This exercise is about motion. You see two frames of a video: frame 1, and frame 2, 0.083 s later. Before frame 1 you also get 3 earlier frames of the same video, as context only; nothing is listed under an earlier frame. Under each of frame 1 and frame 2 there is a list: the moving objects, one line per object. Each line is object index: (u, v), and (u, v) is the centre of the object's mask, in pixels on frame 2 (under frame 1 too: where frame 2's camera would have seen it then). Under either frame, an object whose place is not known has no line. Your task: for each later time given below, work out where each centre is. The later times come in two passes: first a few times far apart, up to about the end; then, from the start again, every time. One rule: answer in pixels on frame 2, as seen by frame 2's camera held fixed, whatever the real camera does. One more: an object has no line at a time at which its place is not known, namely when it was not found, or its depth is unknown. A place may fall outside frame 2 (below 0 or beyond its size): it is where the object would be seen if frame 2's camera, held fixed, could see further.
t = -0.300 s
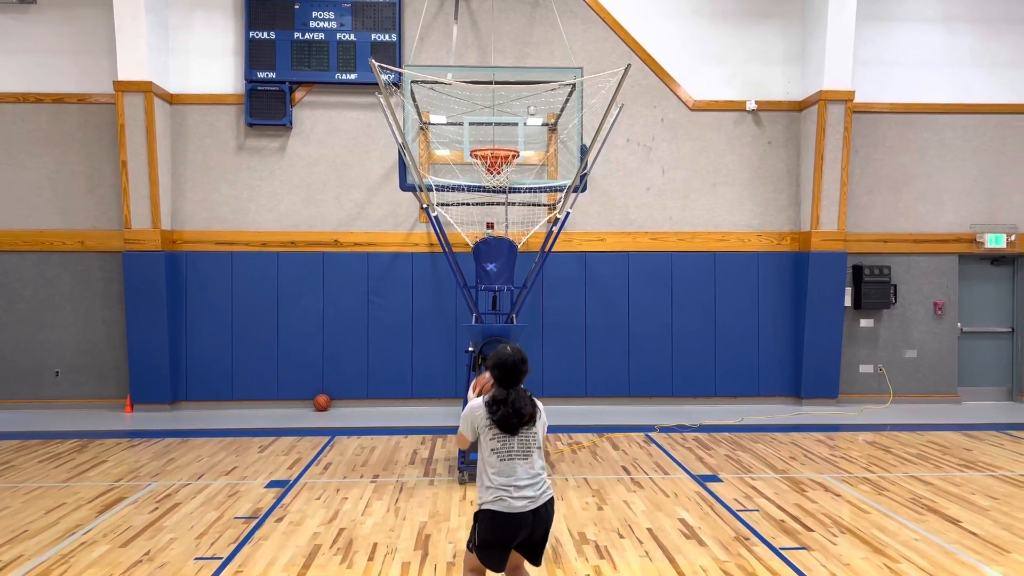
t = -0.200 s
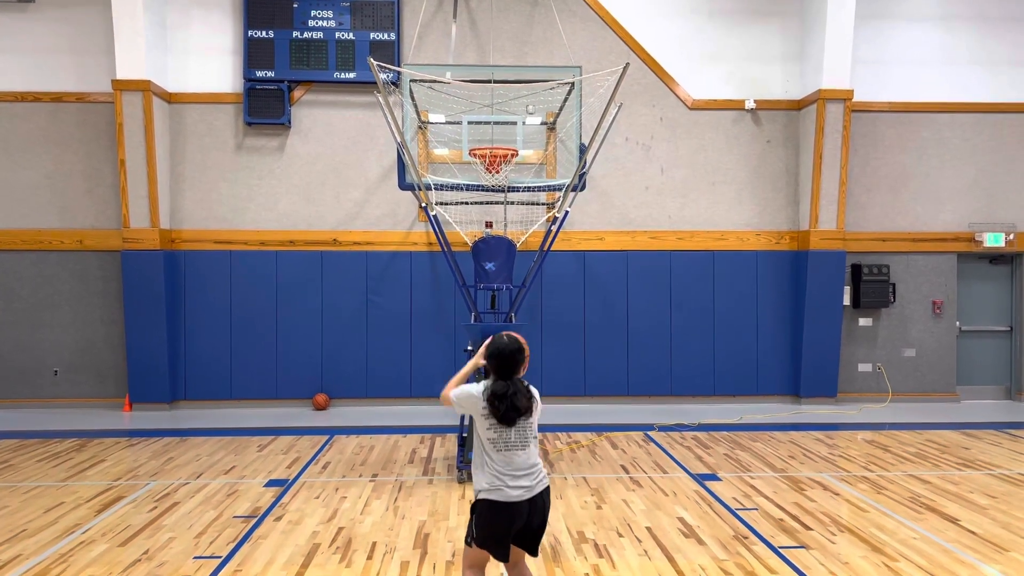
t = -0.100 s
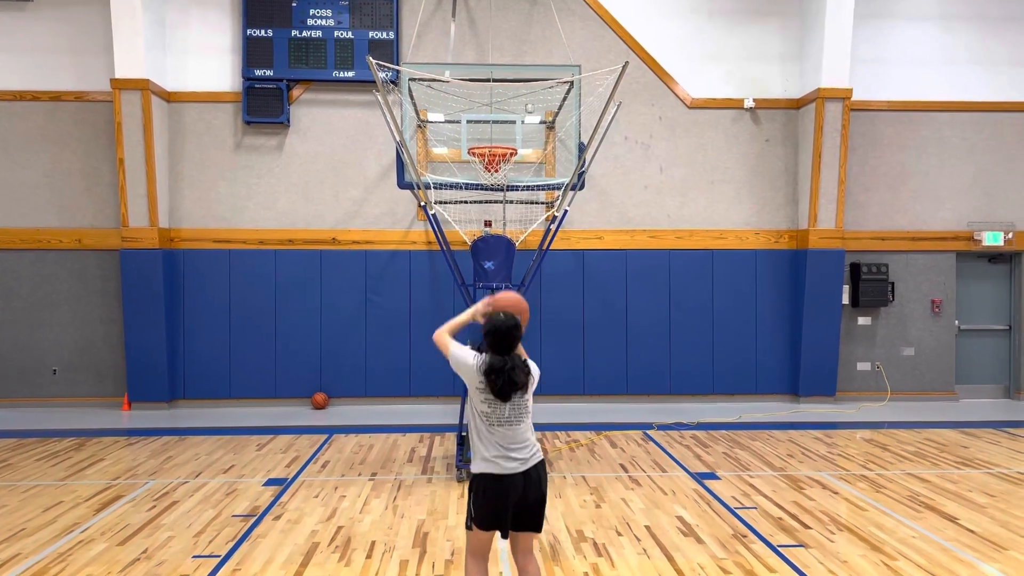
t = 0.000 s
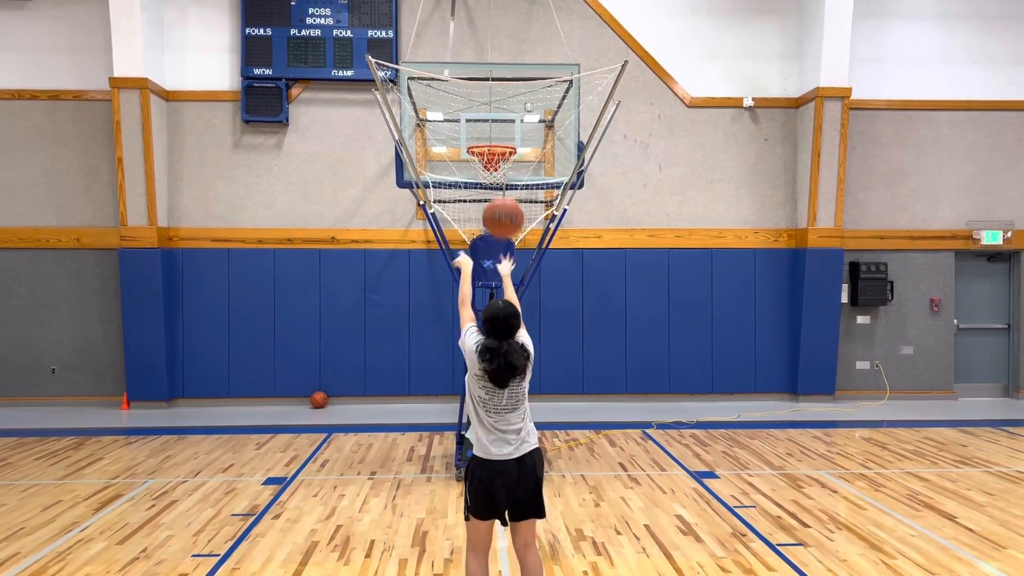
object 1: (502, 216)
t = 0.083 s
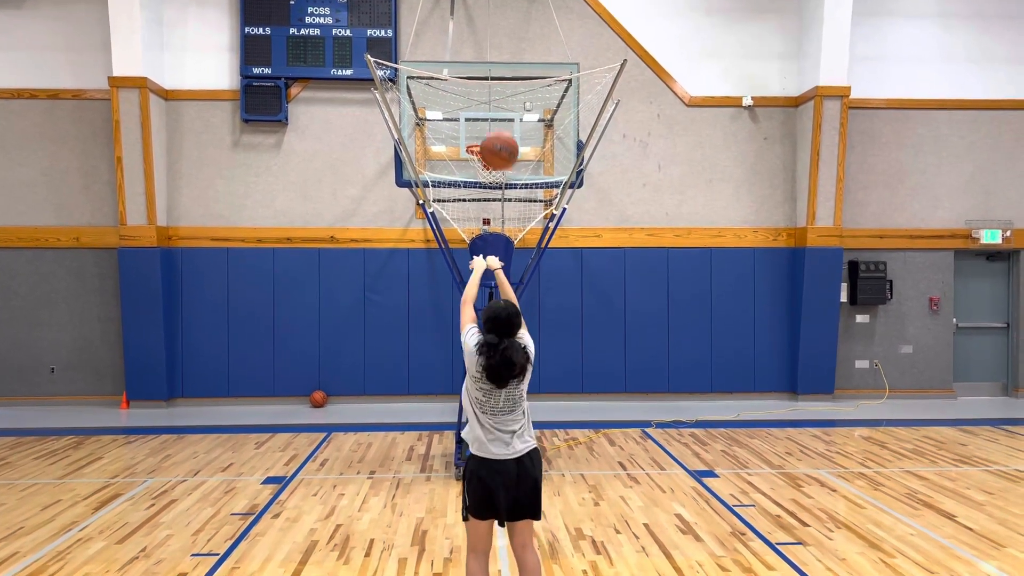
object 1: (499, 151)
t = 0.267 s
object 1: (494, 69)
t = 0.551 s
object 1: (486, 60)
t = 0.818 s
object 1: (480, 131)
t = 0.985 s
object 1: (465, 101)
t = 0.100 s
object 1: (499, 140)
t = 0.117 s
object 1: (498, 130)
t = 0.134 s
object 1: (497, 121)
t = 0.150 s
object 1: (497, 112)
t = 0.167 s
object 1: (497, 104)
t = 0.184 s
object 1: (496, 97)
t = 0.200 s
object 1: (496, 90)
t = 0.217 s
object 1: (495, 84)
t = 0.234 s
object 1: (495, 79)
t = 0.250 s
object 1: (494, 74)
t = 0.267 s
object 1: (494, 69)
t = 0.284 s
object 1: (493, 65)
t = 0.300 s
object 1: (493, 62)
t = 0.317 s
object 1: (492, 59)
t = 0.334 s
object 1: (492, 56)
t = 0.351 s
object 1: (492, 54)
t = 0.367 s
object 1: (491, 53)
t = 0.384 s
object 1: (491, 52)
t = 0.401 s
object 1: (490, 51)
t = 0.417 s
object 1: (490, 50)
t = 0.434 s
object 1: (489, 50)
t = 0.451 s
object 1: (489, 51)
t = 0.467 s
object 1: (489, 51)
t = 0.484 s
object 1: (488, 53)
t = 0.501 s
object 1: (488, 54)
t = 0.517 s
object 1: (487, 56)
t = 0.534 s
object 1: (487, 58)
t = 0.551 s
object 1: (486, 60)
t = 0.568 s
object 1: (486, 62)
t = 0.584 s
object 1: (485, 65)
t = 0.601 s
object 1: (485, 68)
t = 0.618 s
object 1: (485, 70)
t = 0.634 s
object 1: (484, 75)
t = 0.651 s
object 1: (484, 79)
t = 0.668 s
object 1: (483, 84)
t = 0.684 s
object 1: (483, 88)
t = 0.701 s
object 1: (482, 92)
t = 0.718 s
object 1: (482, 97)
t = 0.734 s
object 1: (481, 103)
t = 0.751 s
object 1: (481, 108)
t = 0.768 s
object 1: (481, 113)
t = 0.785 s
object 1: (481, 119)
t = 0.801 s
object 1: (480, 124)
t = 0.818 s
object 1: (480, 131)
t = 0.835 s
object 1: (480, 136)
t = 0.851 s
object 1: (478, 131)
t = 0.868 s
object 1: (476, 126)
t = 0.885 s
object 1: (475, 122)
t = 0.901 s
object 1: (473, 118)
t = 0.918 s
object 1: (471, 114)
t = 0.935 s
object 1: (470, 110)
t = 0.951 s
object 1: (468, 107)
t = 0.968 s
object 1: (467, 103)
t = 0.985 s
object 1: (465, 101)
